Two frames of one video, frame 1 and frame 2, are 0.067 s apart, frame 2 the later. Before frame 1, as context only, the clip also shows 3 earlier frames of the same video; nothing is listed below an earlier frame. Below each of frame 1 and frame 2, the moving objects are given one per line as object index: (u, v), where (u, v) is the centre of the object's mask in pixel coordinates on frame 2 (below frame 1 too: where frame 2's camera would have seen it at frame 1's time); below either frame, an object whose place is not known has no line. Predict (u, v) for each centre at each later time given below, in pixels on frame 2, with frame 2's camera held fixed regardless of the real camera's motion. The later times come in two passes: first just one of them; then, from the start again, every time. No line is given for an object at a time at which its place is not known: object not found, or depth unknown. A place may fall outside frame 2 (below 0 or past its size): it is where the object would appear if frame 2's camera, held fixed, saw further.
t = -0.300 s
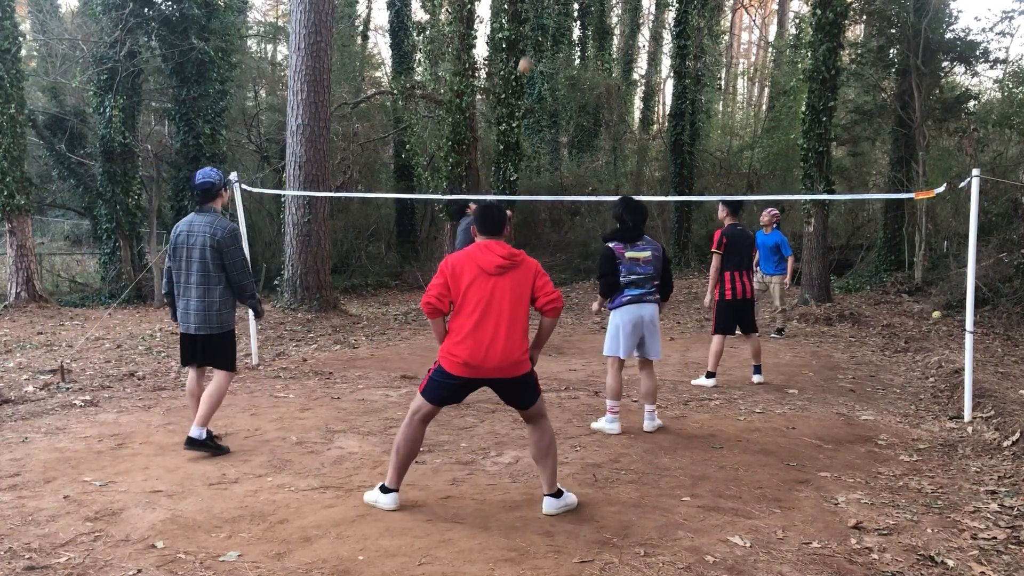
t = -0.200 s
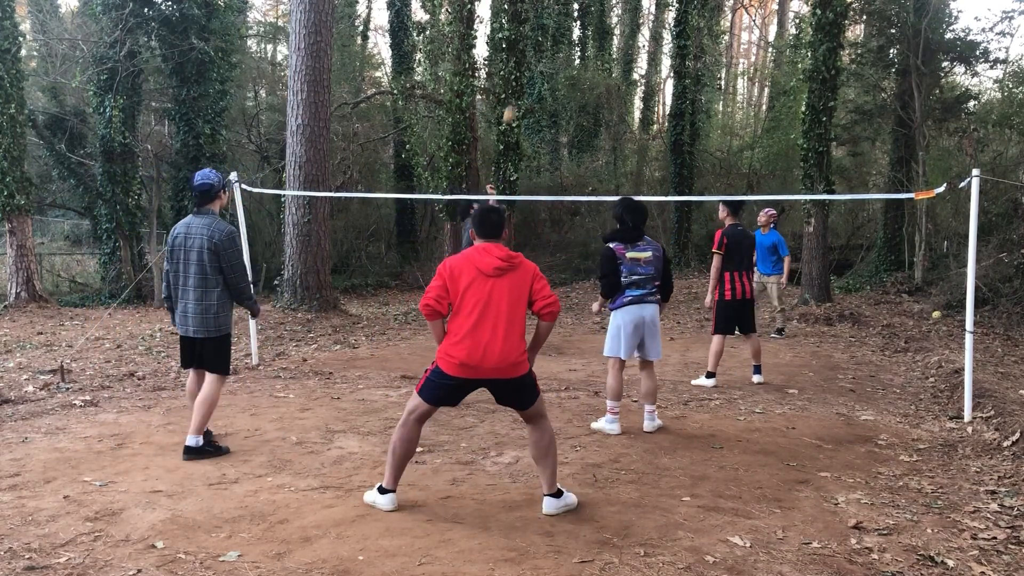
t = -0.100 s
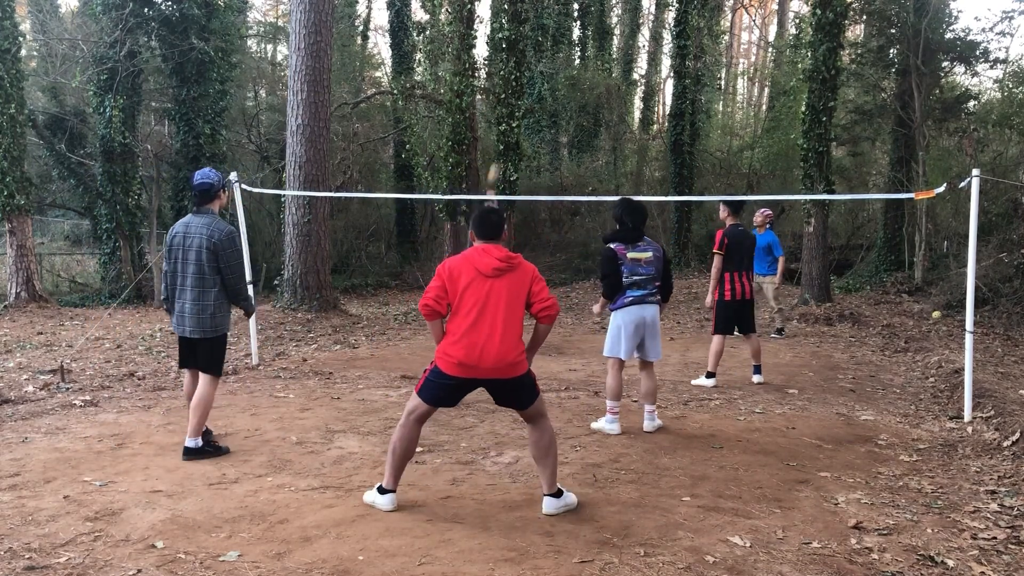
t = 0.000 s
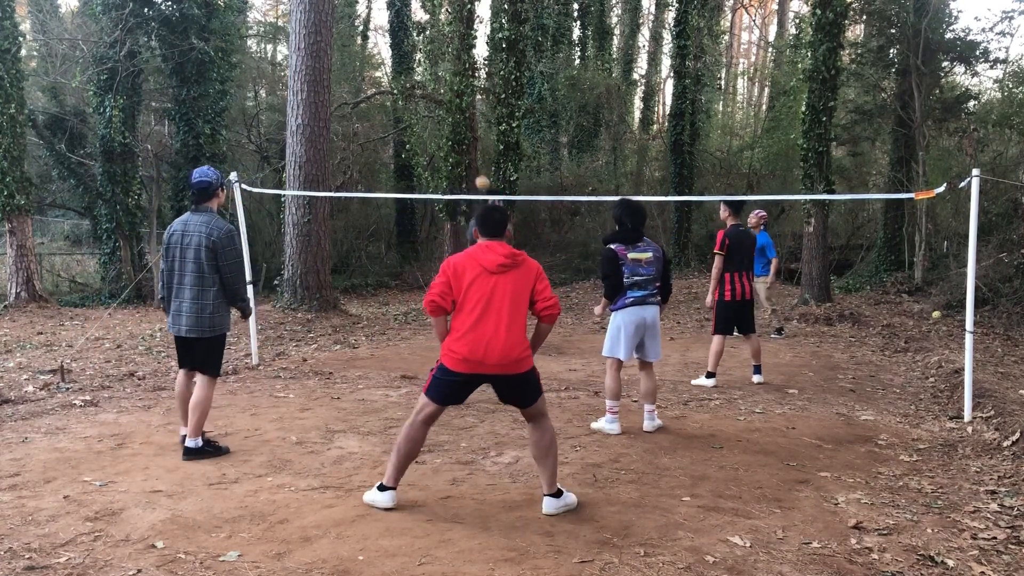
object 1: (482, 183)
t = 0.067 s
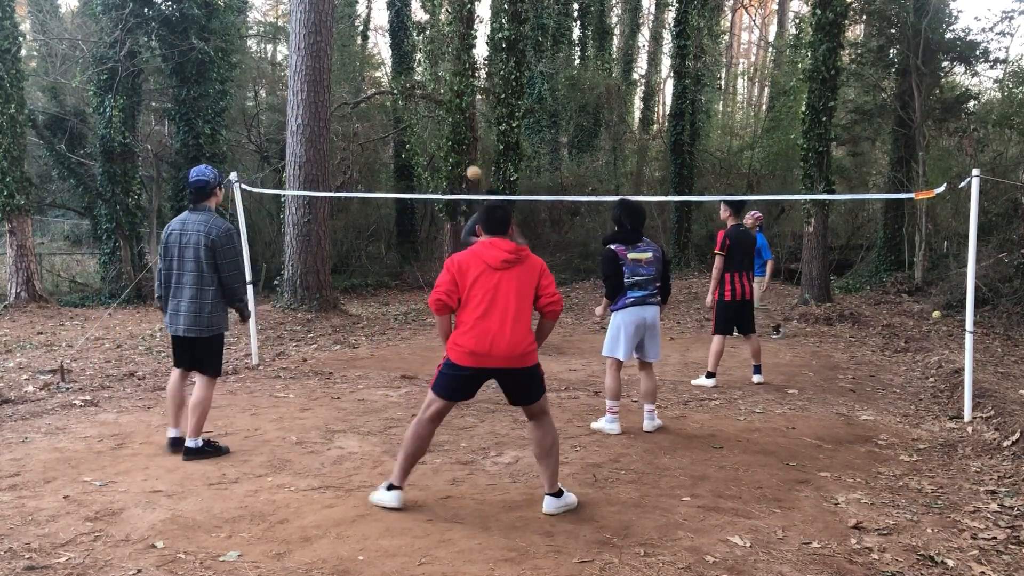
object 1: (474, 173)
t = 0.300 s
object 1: (435, 175)
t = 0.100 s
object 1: (469, 170)
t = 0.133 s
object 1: (464, 168)
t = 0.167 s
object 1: (459, 166)
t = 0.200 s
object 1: (454, 166)
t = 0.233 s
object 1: (448, 168)
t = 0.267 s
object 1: (442, 170)
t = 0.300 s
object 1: (435, 175)
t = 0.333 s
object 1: (428, 180)
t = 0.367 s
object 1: (420, 188)
